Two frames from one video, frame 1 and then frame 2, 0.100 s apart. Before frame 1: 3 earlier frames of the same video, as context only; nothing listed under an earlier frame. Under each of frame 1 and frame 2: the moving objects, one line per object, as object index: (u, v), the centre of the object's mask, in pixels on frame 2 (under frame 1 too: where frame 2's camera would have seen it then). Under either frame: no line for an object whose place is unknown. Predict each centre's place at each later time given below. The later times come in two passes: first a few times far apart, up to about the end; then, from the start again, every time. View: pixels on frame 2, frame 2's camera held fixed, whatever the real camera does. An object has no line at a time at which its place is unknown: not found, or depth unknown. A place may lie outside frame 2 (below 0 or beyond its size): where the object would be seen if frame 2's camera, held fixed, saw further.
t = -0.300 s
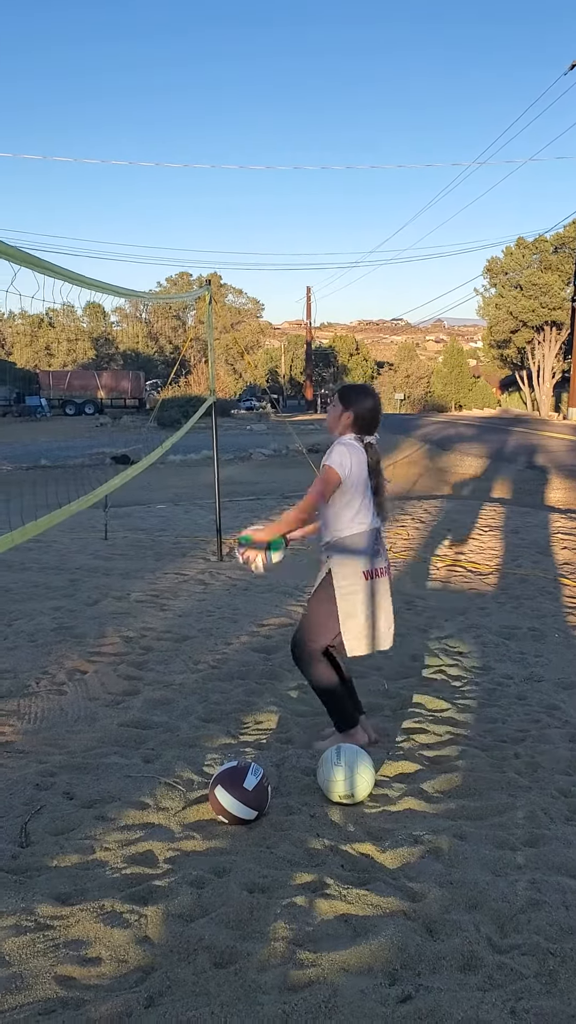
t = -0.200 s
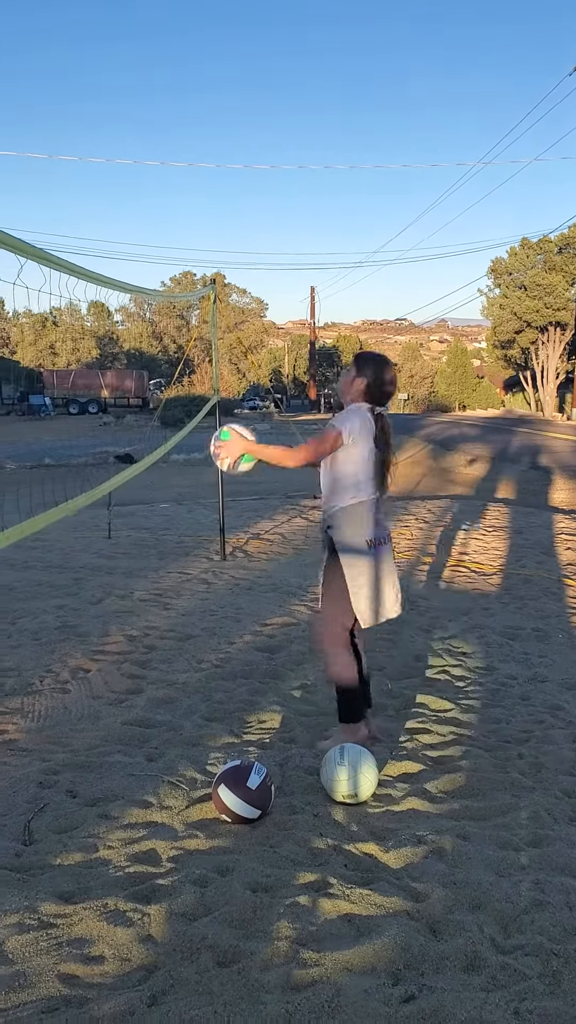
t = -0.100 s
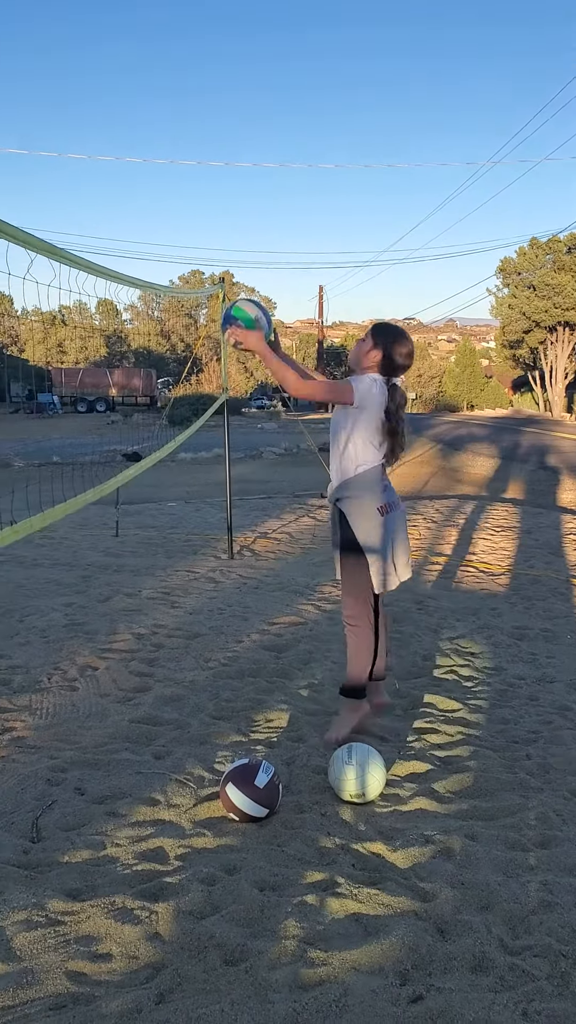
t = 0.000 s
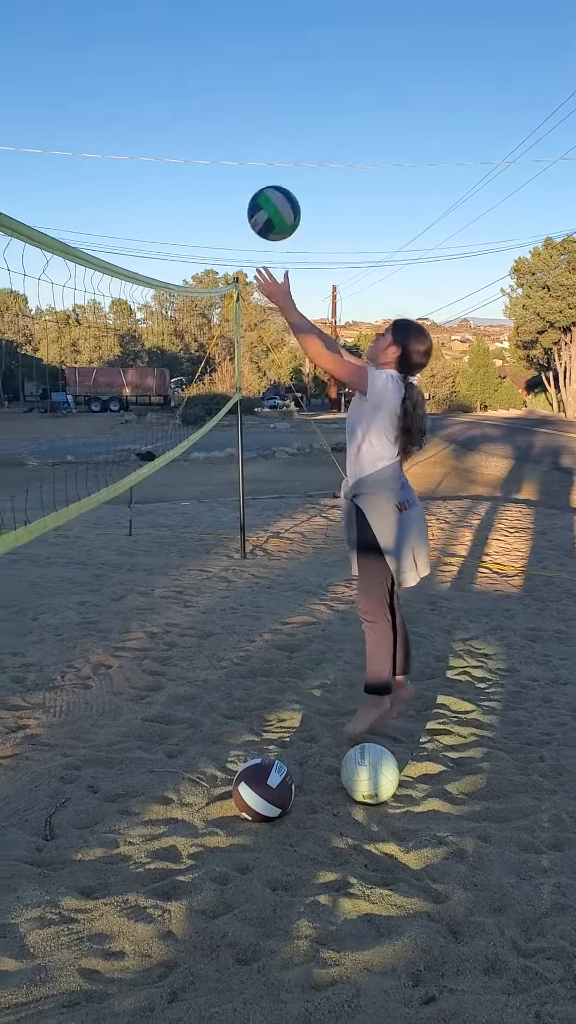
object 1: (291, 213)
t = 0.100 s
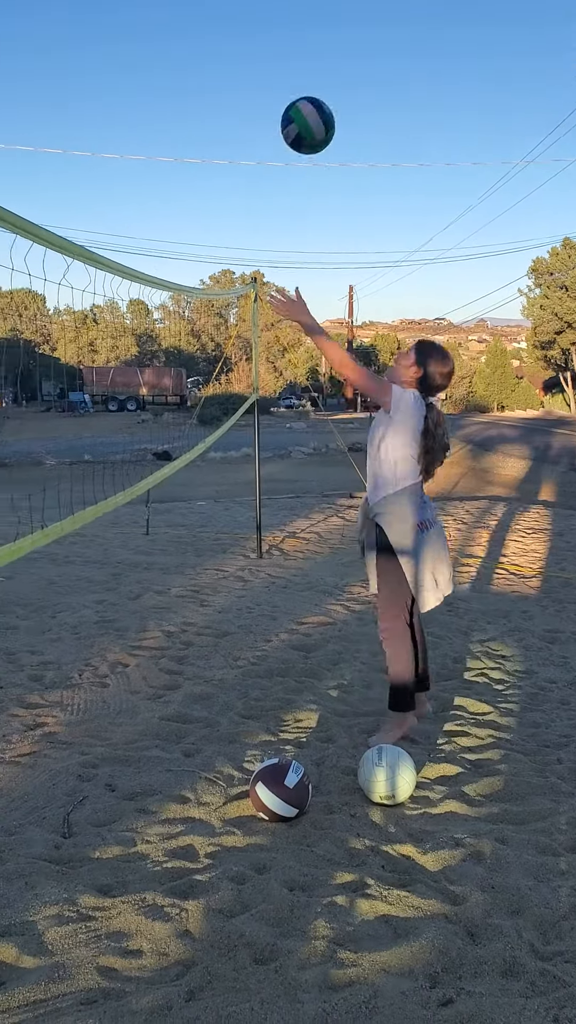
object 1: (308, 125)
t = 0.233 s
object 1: (330, 49)
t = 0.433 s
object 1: (361, 27)
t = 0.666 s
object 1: (395, 131)
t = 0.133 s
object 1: (313, 102)
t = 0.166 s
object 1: (319, 81)
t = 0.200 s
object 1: (324, 64)
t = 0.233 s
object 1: (330, 49)
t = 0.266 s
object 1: (335, 37)
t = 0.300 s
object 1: (340, 29)
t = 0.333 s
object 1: (346, 26)
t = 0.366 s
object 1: (351, 25)
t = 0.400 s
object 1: (356, 25)
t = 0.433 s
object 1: (361, 27)
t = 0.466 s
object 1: (367, 31)
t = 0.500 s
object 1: (372, 40)
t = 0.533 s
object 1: (377, 52)
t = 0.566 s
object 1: (382, 68)
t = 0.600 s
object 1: (386, 86)
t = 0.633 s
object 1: (390, 107)
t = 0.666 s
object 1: (395, 131)
